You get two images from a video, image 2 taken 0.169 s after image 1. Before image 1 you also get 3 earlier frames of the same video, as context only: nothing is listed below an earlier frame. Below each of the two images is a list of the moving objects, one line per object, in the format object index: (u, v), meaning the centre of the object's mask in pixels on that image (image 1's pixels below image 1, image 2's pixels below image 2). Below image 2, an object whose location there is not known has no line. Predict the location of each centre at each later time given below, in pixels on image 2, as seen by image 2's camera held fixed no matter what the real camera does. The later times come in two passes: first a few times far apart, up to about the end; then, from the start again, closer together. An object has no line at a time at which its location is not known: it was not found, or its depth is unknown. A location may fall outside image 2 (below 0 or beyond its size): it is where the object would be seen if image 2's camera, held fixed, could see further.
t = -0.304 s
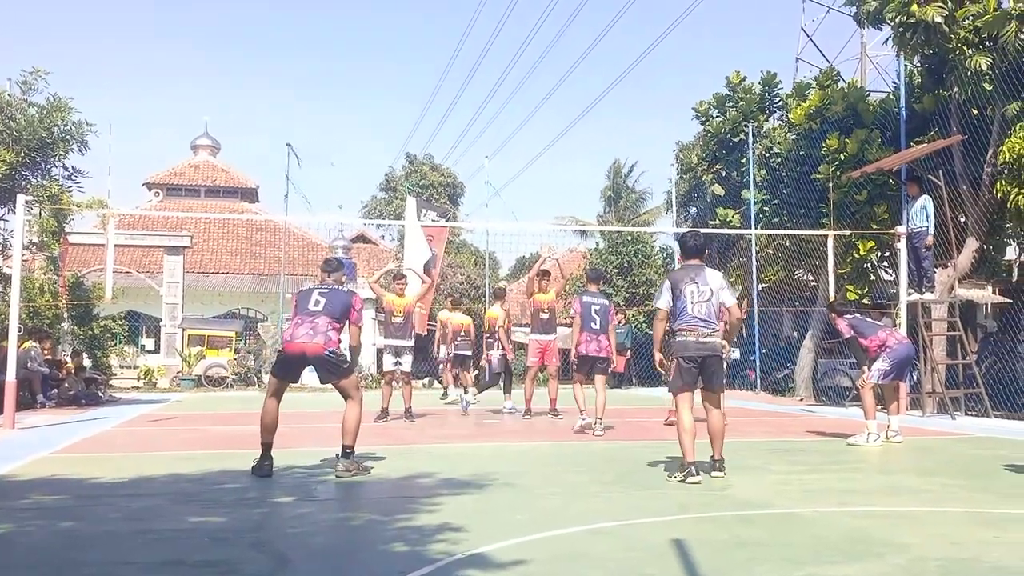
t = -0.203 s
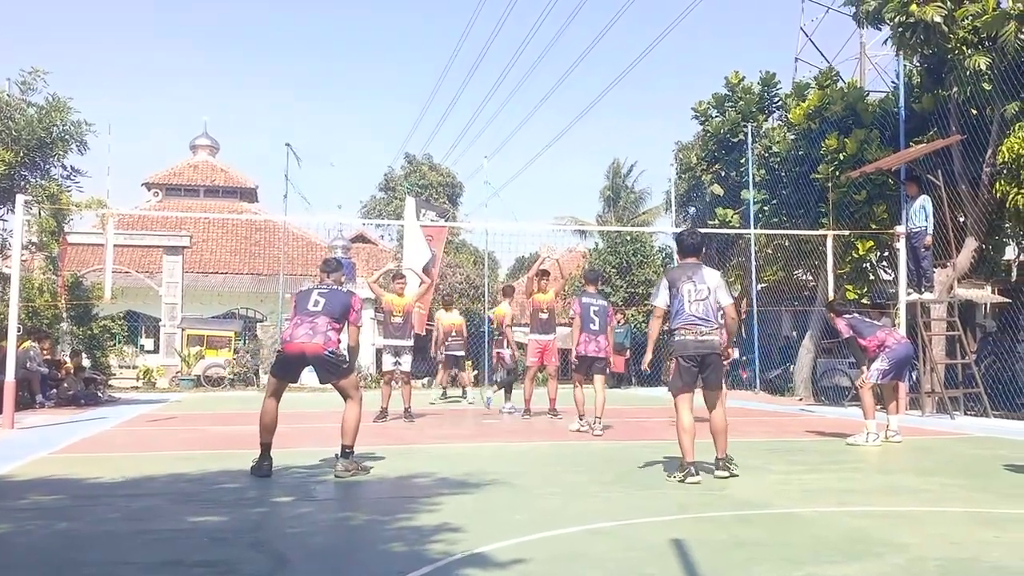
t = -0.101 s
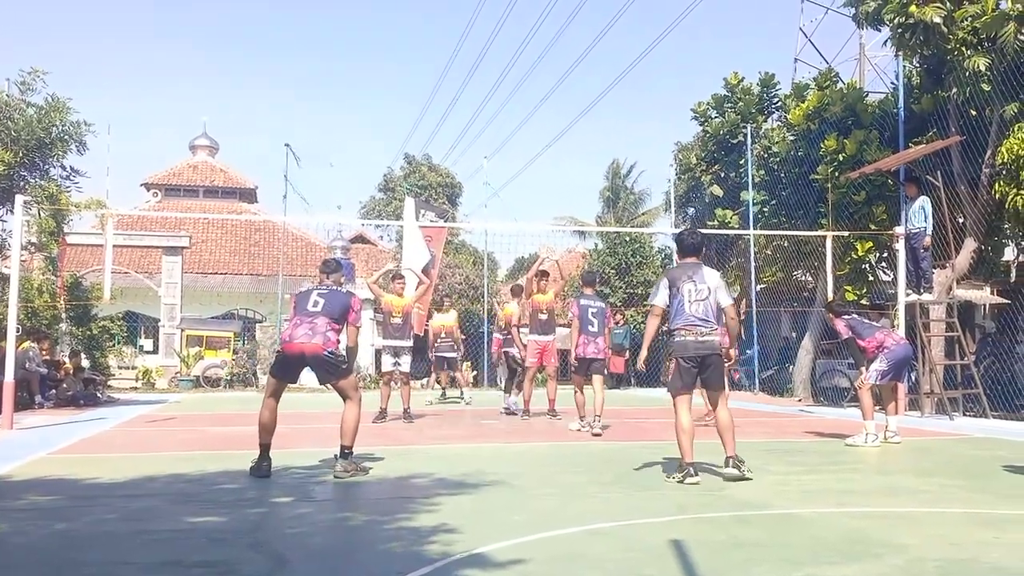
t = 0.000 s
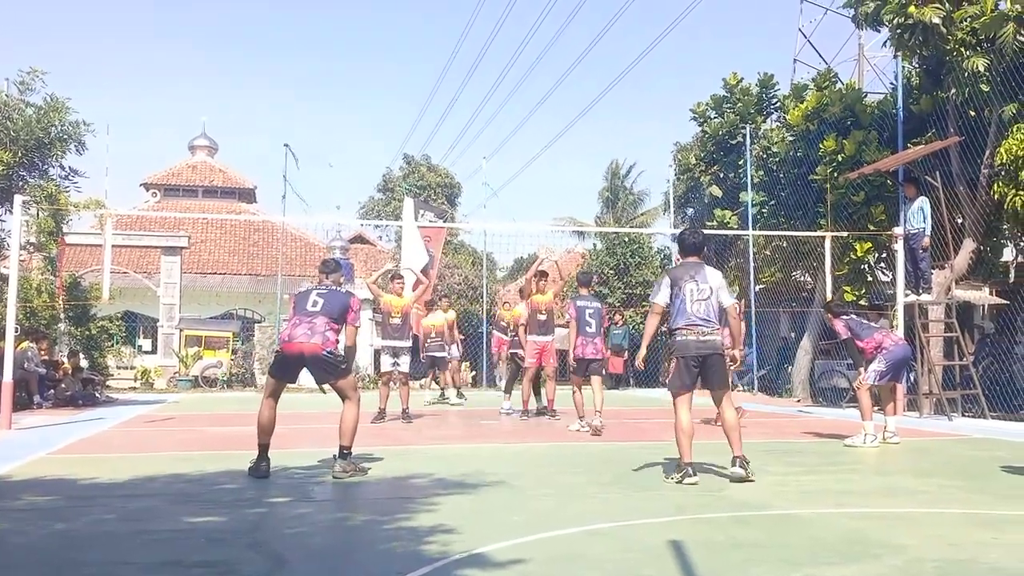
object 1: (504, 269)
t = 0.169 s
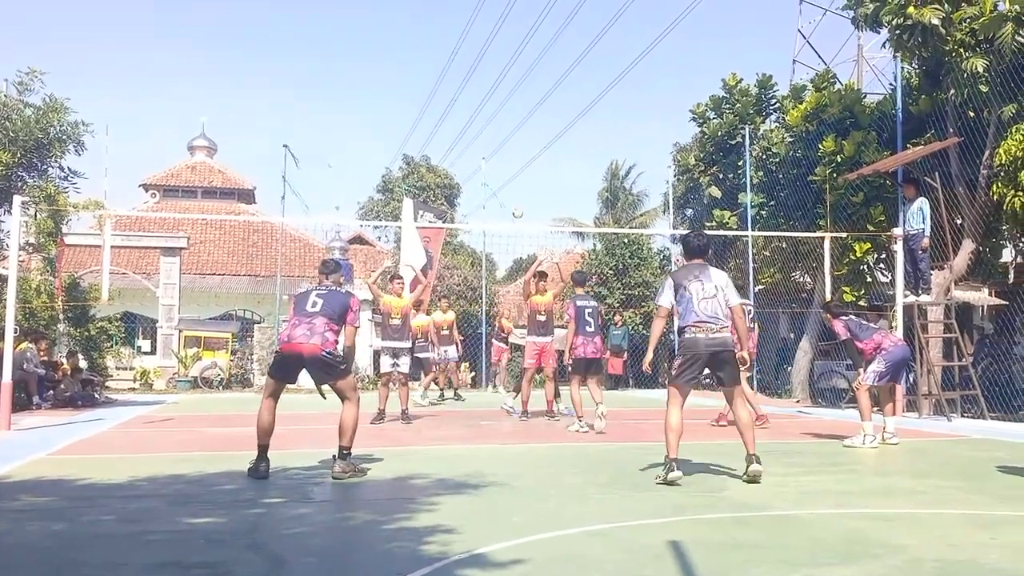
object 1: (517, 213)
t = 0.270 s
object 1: (528, 182)
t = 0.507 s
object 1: (558, 119)
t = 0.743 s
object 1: (597, 79)
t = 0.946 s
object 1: (644, 71)
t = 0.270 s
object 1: (528, 182)
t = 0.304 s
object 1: (532, 171)
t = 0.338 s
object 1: (535, 161)
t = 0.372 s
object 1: (539, 152)
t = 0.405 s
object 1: (544, 143)
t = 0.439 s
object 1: (549, 135)
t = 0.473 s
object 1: (553, 126)
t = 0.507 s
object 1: (558, 119)
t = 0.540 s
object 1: (563, 112)
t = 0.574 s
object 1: (569, 104)
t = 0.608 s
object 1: (574, 98)
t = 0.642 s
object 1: (579, 92)
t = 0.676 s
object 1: (586, 88)
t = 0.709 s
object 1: (591, 83)
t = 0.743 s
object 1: (597, 79)
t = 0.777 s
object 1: (605, 77)
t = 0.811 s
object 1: (611, 73)
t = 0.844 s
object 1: (618, 72)
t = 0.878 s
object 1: (627, 70)
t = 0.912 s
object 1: (635, 69)
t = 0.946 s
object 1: (644, 71)
